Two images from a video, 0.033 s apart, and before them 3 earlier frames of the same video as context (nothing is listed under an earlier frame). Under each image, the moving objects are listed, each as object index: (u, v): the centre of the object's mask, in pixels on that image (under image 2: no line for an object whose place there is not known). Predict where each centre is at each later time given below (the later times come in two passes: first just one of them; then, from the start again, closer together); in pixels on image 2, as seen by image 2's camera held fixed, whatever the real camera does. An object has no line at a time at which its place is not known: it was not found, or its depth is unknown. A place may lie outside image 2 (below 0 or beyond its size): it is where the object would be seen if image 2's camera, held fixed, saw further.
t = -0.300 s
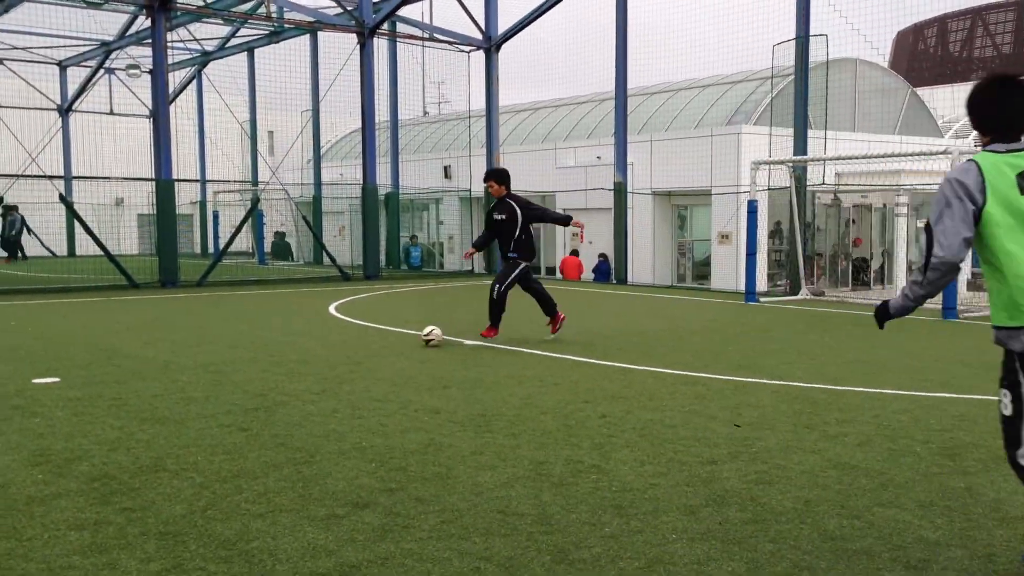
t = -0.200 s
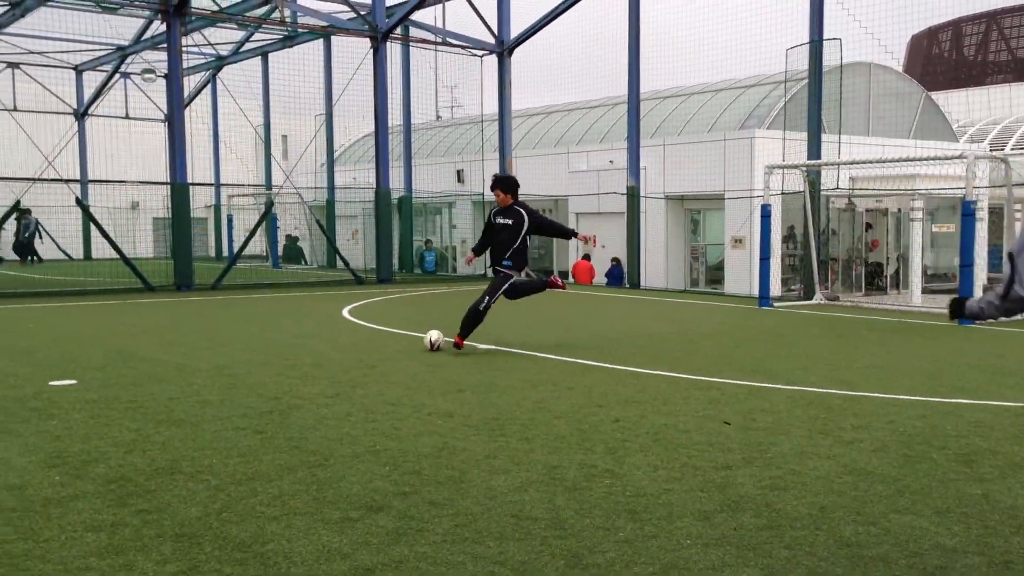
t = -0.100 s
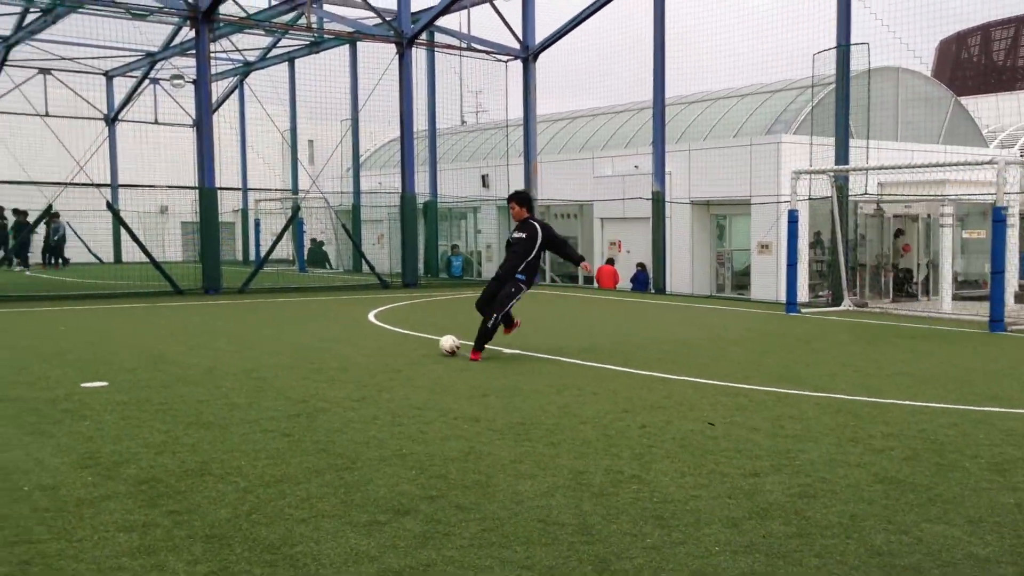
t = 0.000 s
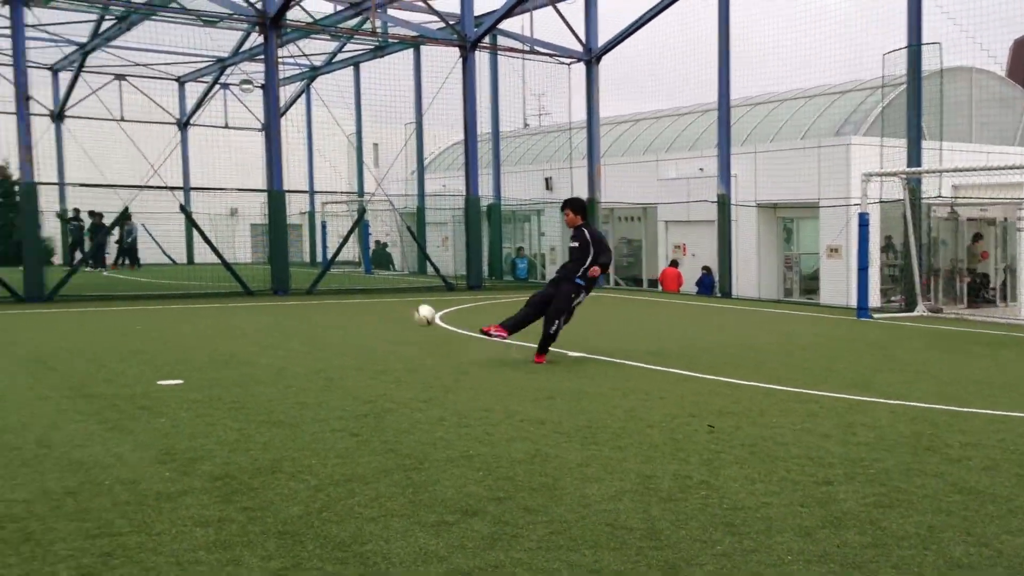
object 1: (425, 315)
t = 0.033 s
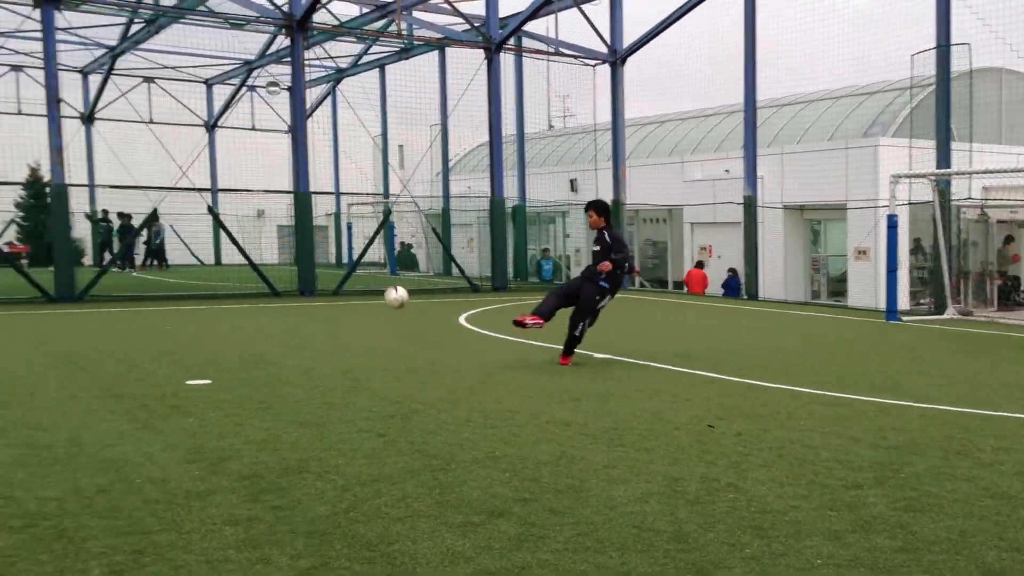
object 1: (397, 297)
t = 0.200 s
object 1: (47, 182)
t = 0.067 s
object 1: (340, 276)
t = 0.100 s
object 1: (278, 255)
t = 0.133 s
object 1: (209, 233)
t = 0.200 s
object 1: (47, 182)
